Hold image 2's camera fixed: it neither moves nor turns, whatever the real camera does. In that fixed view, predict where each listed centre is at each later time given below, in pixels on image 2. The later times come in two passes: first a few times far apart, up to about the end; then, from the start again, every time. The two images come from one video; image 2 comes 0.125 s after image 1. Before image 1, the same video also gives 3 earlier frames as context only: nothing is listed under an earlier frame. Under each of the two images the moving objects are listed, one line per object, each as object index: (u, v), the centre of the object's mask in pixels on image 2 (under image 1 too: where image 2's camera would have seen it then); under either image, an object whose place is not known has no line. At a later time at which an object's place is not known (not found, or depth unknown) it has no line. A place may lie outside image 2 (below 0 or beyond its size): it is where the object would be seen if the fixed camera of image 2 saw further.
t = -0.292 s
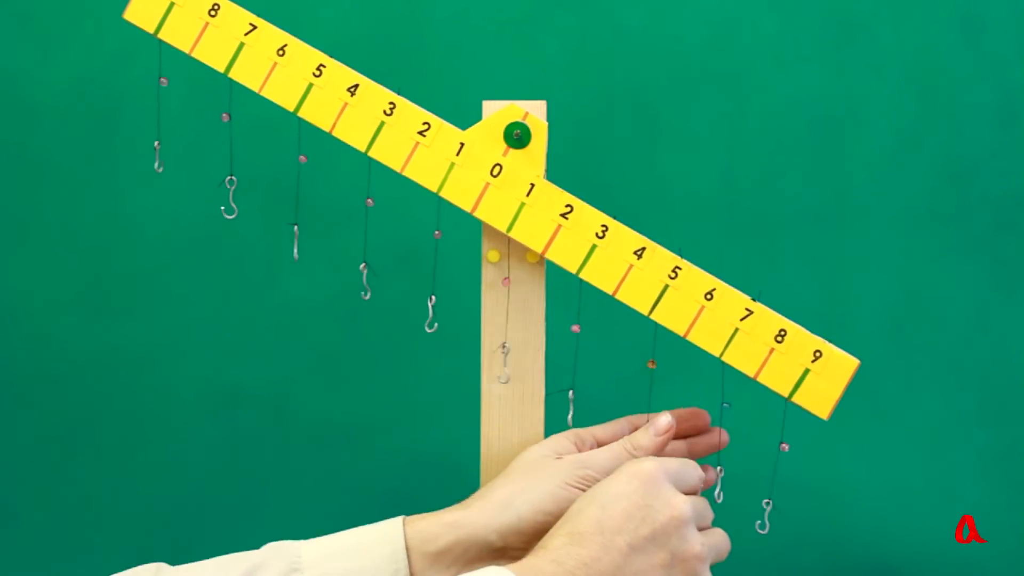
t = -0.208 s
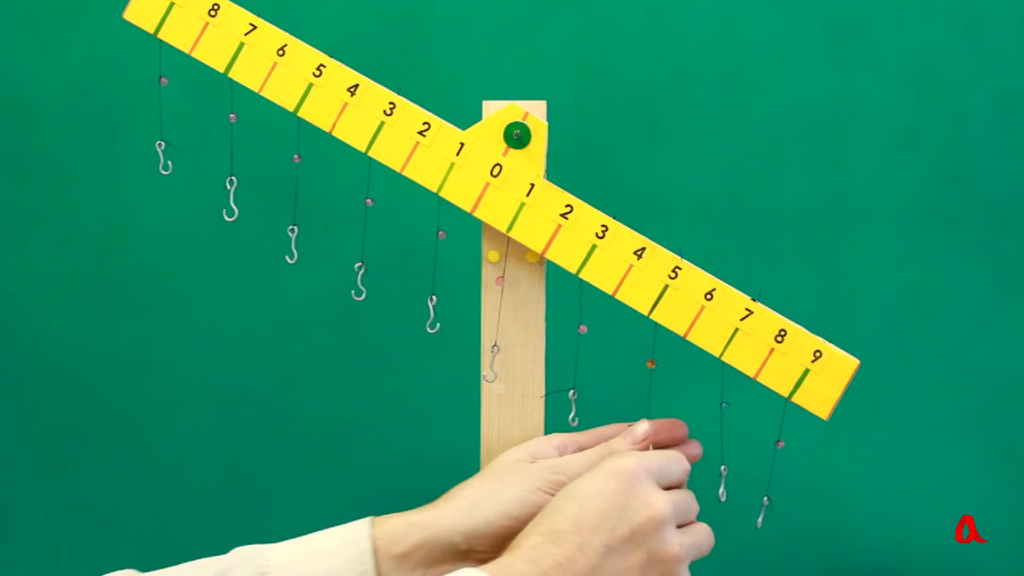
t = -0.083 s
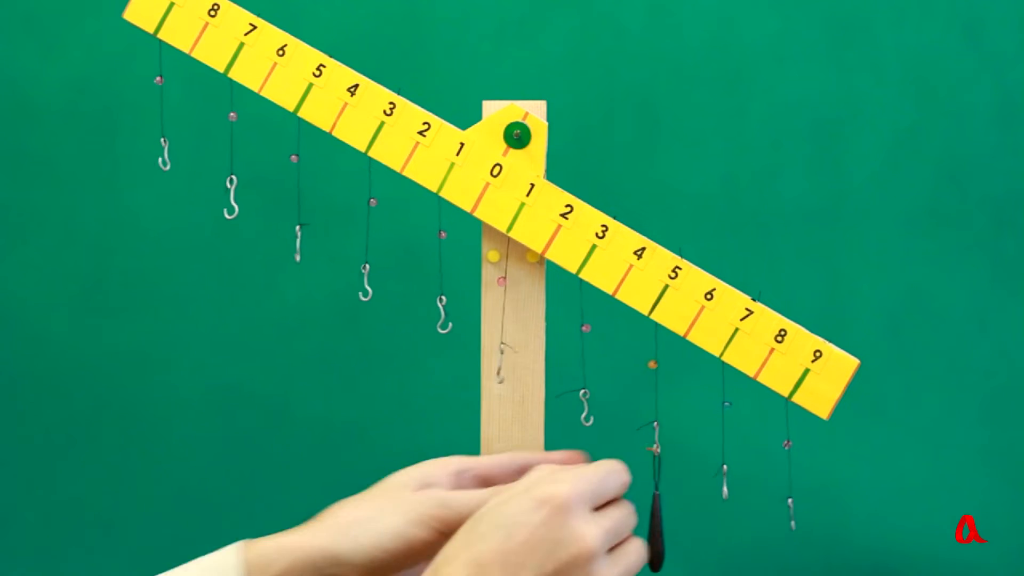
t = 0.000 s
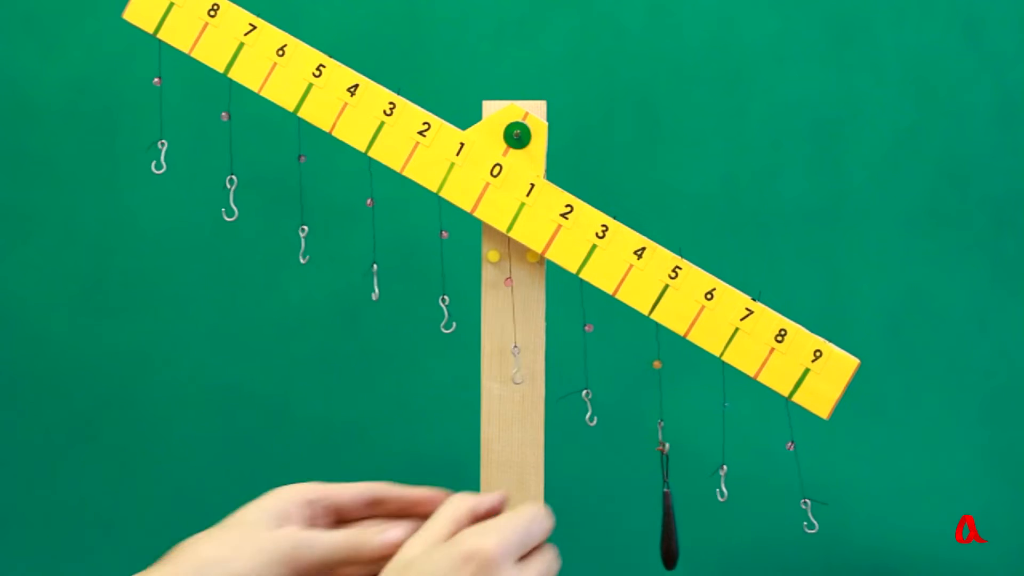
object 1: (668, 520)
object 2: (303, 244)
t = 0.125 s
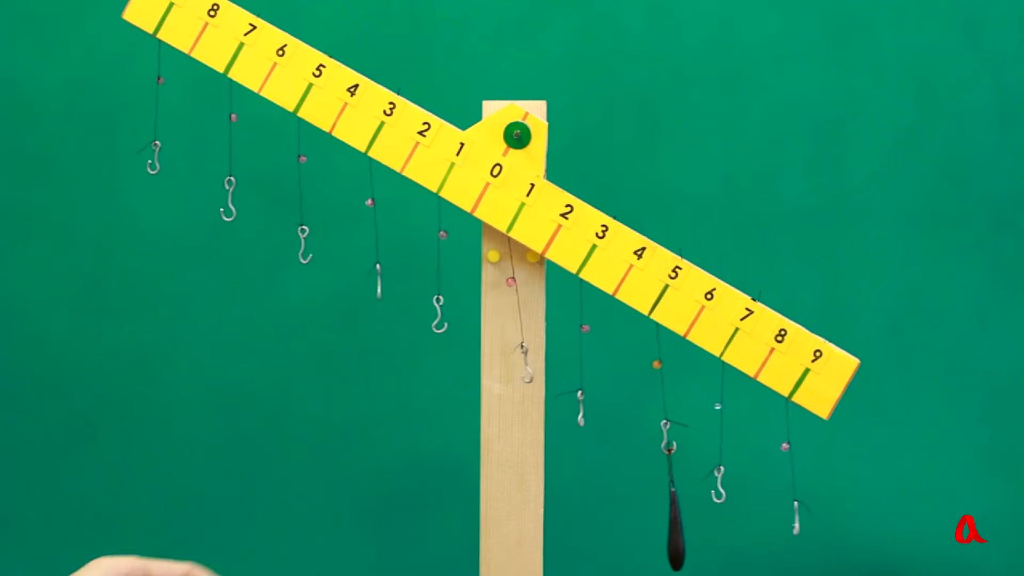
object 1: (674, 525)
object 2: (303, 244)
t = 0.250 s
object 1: (660, 524)
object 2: (294, 243)
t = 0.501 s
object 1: (636, 525)
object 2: (301, 244)
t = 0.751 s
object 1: (668, 524)
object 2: (297, 244)
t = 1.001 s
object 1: (660, 525)
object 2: (300, 244)
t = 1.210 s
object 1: (635, 528)
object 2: (303, 244)
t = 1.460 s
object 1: (663, 514)
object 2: (295, 244)
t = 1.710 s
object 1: (665, 516)
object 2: (303, 244)
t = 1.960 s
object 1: (636, 518)
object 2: (293, 243)
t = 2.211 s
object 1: (664, 525)
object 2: (303, 244)
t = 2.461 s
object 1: (666, 527)
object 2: (296, 244)
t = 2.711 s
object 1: (635, 527)
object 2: (298, 244)
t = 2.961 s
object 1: (664, 524)
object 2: (300, 244)
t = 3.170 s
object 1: (669, 517)
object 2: (296, 245)
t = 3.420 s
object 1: (637, 528)
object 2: (303, 245)
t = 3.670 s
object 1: (658, 525)
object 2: (295, 244)
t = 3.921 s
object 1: (669, 524)
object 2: (301, 245)
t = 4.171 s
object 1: (637, 529)
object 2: (298, 244)
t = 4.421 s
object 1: (658, 524)
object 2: (298, 245)
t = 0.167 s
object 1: (671, 521)
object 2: (300, 244)
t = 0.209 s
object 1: (666, 516)
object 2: (297, 243)
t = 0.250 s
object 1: (660, 524)
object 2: (294, 243)
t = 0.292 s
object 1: (654, 525)
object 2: (293, 243)
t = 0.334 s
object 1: (647, 525)
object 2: (292, 243)
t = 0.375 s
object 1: (641, 527)
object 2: (293, 245)
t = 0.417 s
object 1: (638, 519)
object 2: (295, 245)
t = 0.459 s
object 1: (636, 518)
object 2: (298, 244)
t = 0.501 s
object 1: (636, 525)
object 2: (301, 244)
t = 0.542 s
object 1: (638, 528)
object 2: (303, 244)
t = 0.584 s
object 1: (643, 528)
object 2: (304, 245)
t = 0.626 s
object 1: (650, 516)
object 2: (304, 245)
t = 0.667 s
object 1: (656, 523)
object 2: (302, 245)
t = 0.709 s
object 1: (662, 523)
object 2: (299, 244)
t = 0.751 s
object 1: (668, 524)
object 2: (297, 244)
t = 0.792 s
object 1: (671, 512)
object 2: (295, 243)
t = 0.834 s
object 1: (674, 521)
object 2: (293, 243)
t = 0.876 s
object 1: (674, 523)
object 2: (293, 244)
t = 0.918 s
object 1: (671, 528)
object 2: (294, 244)
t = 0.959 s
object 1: (666, 515)
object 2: (297, 244)
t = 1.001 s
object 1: (660, 525)
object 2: (300, 244)
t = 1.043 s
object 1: (653, 526)
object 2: (302, 243)
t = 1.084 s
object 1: (646, 527)
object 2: (305, 244)
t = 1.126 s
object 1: (642, 518)
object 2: (305, 244)
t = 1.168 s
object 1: (637, 525)
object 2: (305, 244)
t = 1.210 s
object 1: (635, 528)
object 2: (303, 244)
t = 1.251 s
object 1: (636, 526)
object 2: (300, 244)
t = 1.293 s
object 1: (639, 526)
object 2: (298, 244)
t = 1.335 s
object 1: (644, 526)
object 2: (297, 243)
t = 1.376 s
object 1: (650, 525)
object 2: (295, 244)
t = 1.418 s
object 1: (657, 526)
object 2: (294, 244)
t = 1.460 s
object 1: (663, 514)
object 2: (295, 244)
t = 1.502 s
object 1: (669, 526)
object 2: (297, 245)
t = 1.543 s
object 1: (672, 513)
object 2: (299, 245)
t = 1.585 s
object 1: (673, 515)
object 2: (301, 245)
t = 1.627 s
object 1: (673, 526)
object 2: (303, 244)
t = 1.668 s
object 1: (670, 515)
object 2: (304, 244)
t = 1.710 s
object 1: (665, 516)
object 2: (303, 244)
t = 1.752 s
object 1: (660, 529)
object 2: (302, 245)
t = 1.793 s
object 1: (653, 517)
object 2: (300, 245)
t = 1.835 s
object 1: (646, 524)
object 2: (298, 244)
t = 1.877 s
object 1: (640, 525)
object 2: (296, 244)
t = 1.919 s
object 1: (638, 519)
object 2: (294, 244)
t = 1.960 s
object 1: (636, 518)
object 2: (293, 243)
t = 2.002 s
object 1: (636, 530)
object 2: (293, 245)
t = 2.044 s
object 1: (640, 525)
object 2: (294, 245)
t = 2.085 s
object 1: (644, 525)
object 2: (296, 244)
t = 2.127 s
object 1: (650, 523)
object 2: (298, 244)
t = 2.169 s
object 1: (657, 516)
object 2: (301, 244)
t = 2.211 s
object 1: (664, 525)
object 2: (303, 244)
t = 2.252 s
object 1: (669, 513)
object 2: (304, 244)
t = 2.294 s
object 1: (672, 521)
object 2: (304, 244)
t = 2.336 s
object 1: (674, 522)
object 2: (303, 244)
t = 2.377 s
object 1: (673, 515)
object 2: (301, 244)
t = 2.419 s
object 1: (670, 525)
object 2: (298, 245)
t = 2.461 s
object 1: (666, 527)
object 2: (296, 244)
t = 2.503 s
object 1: (658, 525)
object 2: (294, 244)
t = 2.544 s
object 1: (652, 525)
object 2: (293, 244)
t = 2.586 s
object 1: (646, 518)
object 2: (294, 245)
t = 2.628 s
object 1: (641, 527)
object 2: (295, 244)
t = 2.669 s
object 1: (637, 527)
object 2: (296, 245)
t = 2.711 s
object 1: (635, 527)
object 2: (298, 244)
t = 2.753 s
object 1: (636, 527)
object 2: (300, 245)
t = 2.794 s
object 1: (640, 518)
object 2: (302, 245)
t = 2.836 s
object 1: (645, 528)
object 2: (303, 245)
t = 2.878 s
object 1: (652, 516)
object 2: (303, 245)
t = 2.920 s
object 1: (658, 524)
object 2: (302, 244)
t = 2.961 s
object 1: (664, 524)
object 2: (300, 244)
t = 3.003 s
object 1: (669, 515)
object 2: (298, 243)
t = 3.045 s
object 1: (673, 526)
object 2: (297, 245)
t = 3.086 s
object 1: (673, 513)
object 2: (296, 245)
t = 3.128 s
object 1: (672, 523)
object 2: (295, 245)
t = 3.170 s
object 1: (669, 517)
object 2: (296, 245)
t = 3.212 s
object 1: (664, 516)
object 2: (297, 244)
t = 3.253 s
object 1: (659, 530)
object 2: (299, 244)
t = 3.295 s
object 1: (651, 528)
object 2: (300, 244)
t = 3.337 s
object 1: (645, 526)
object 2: (302, 244)
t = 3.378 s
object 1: (641, 518)
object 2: (303, 245)
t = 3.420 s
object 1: (637, 528)
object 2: (303, 245)
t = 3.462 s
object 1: (636, 526)
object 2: (302, 244)
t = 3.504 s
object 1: (636, 526)
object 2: (301, 245)
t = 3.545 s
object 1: (640, 527)
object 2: (299, 244)
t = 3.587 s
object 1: (646, 518)
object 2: (297, 245)
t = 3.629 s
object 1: (652, 530)
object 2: (296, 244)
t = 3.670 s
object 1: (658, 525)
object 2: (295, 244)
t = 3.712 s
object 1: (664, 525)
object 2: (295, 244)
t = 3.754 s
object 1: (669, 524)
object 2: (296, 244)
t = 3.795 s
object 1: (673, 522)
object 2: (298, 244)
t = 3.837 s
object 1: (673, 514)
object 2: (299, 245)
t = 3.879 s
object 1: (672, 522)
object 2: (300, 245)
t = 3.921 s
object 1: (669, 524)
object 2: (301, 245)
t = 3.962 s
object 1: (664, 518)
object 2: (301, 245)
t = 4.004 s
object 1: (658, 529)
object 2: (301, 245)
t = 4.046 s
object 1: (651, 528)
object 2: (300, 245)
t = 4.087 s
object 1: (645, 527)
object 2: (299, 245)
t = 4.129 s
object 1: (640, 527)
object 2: (299, 245)
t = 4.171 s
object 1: (637, 529)
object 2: (298, 244)
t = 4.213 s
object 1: (637, 518)
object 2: (297, 245)
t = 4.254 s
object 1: (636, 527)
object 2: (297, 245)
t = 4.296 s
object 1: (641, 518)
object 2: (297, 245)
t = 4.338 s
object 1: (646, 525)
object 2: (297, 244)
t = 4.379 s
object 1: (652, 527)
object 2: (298, 244)
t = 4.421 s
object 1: (658, 524)
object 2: (298, 245)
